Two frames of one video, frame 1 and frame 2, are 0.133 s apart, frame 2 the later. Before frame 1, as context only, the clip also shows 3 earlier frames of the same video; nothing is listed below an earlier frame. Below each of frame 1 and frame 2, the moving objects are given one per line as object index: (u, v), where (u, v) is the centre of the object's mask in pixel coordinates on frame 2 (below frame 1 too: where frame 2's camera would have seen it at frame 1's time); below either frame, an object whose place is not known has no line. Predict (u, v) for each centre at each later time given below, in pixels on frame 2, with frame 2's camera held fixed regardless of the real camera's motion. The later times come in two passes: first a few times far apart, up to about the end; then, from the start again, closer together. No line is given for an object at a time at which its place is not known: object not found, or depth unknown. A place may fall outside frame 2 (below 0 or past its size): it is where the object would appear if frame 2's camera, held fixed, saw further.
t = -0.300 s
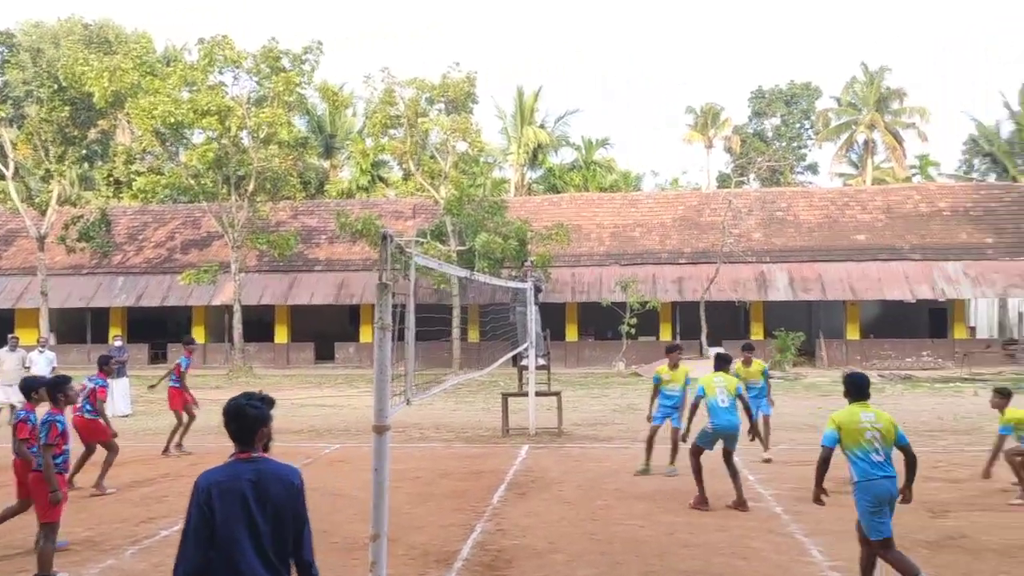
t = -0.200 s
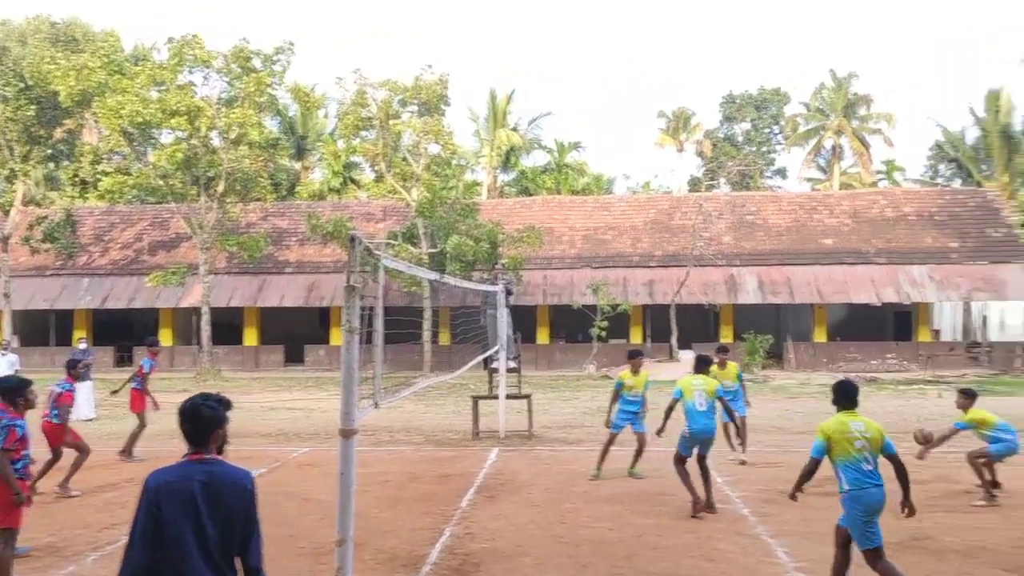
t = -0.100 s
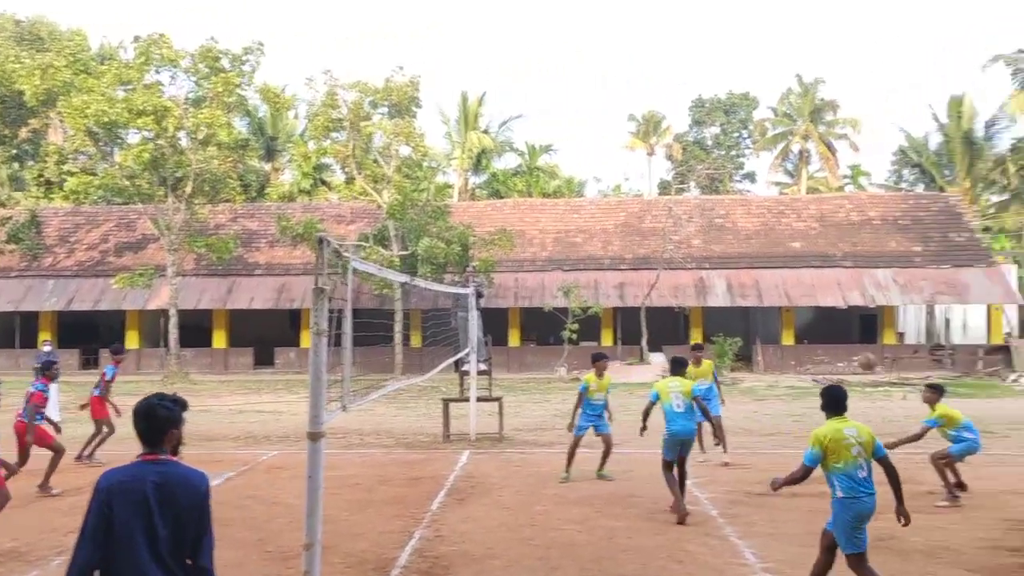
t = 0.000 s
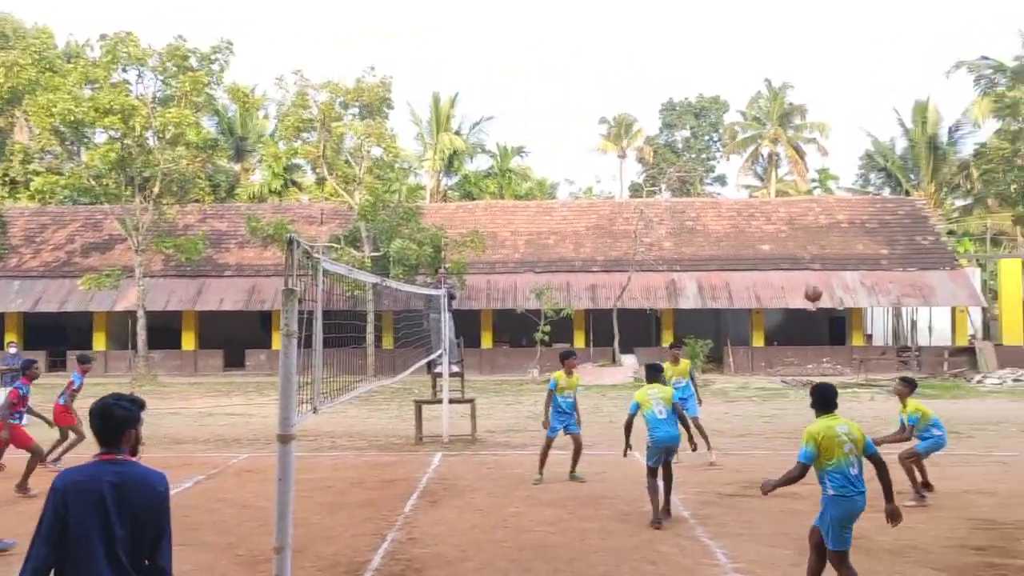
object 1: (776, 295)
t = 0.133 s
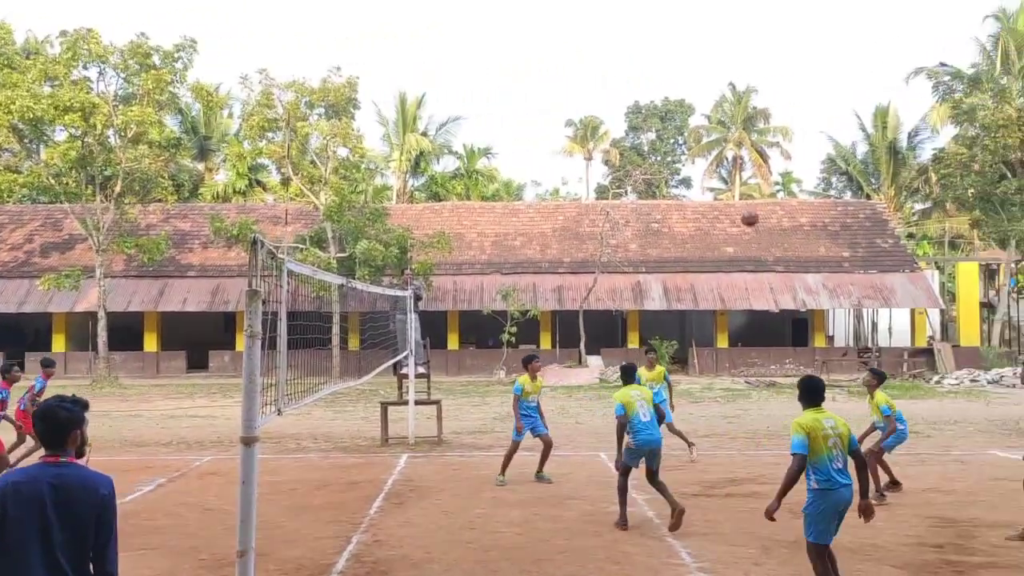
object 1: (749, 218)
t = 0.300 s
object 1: (717, 144)
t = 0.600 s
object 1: (671, 70)
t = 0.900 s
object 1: (629, 66)
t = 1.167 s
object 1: (592, 118)
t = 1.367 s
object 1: (565, 189)
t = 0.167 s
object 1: (742, 201)
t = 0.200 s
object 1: (736, 186)
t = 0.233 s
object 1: (730, 171)
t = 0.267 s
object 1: (724, 157)
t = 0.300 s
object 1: (717, 144)
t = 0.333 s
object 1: (712, 132)
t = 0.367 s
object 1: (706, 122)
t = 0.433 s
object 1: (696, 102)
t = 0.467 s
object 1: (691, 94)
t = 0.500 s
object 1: (687, 86)
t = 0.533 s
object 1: (682, 80)
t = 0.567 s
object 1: (676, 75)
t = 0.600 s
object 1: (671, 70)
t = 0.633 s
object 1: (666, 66)
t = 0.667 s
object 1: (662, 63)
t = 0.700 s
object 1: (657, 61)
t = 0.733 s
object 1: (652, 60)
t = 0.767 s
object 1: (647, 59)
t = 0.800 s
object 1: (642, 59)
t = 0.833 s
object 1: (638, 60)
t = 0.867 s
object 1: (634, 62)
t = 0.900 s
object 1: (629, 66)
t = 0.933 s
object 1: (624, 70)
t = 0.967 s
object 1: (619, 74)
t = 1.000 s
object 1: (615, 79)
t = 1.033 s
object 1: (611, 85)
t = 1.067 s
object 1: (607, 92)
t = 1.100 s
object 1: (602, 100)
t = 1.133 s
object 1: (597, 109)
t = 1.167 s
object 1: (592, 118)
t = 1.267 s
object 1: (580, 151)
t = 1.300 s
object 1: (575, 163)
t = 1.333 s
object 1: (570, 176)
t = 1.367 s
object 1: (565, 189)
